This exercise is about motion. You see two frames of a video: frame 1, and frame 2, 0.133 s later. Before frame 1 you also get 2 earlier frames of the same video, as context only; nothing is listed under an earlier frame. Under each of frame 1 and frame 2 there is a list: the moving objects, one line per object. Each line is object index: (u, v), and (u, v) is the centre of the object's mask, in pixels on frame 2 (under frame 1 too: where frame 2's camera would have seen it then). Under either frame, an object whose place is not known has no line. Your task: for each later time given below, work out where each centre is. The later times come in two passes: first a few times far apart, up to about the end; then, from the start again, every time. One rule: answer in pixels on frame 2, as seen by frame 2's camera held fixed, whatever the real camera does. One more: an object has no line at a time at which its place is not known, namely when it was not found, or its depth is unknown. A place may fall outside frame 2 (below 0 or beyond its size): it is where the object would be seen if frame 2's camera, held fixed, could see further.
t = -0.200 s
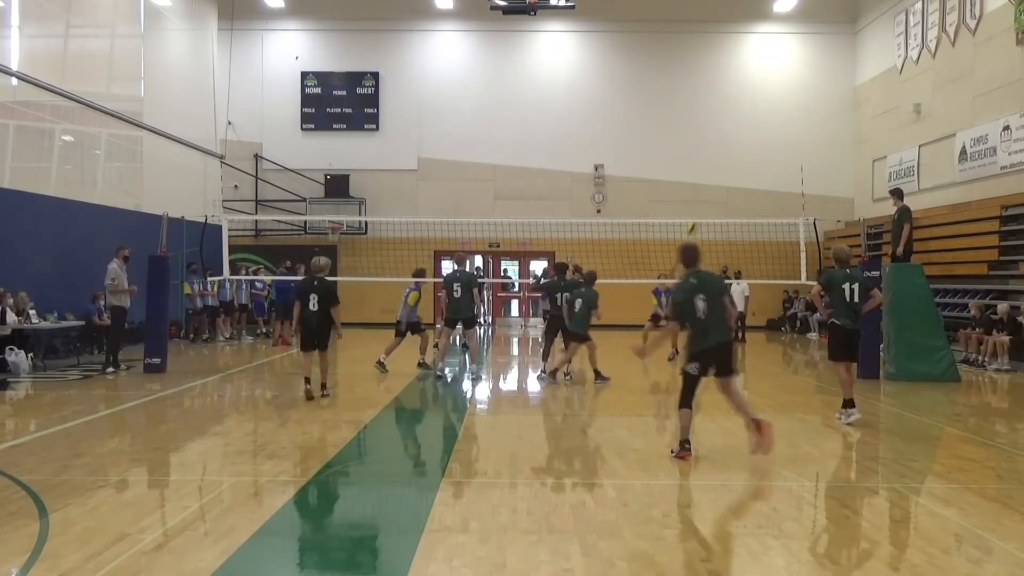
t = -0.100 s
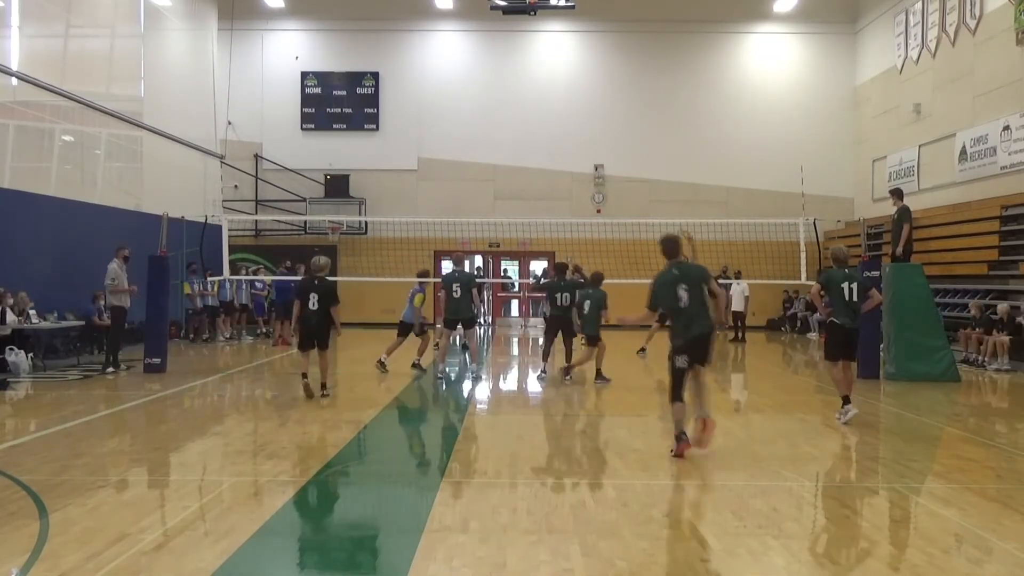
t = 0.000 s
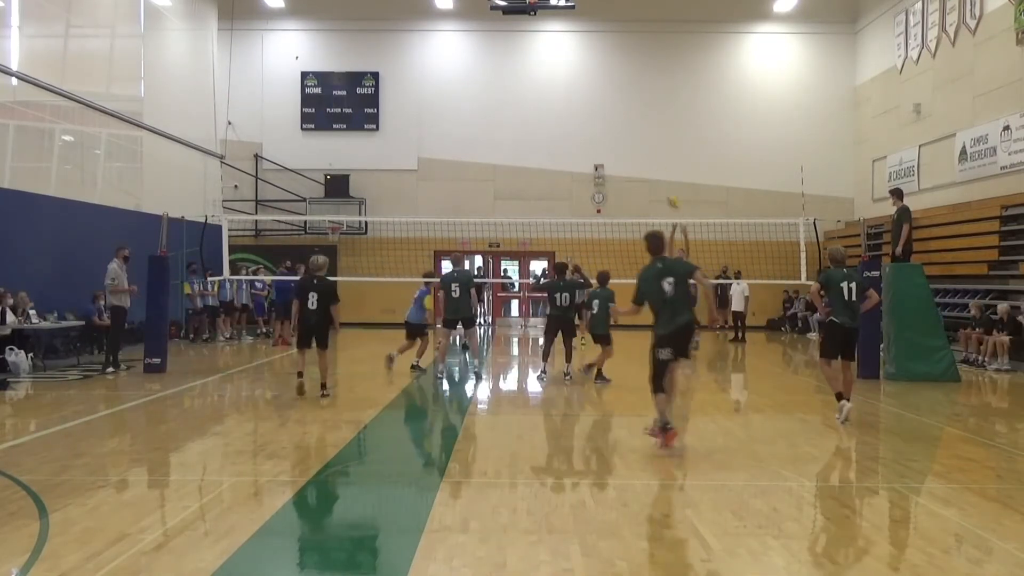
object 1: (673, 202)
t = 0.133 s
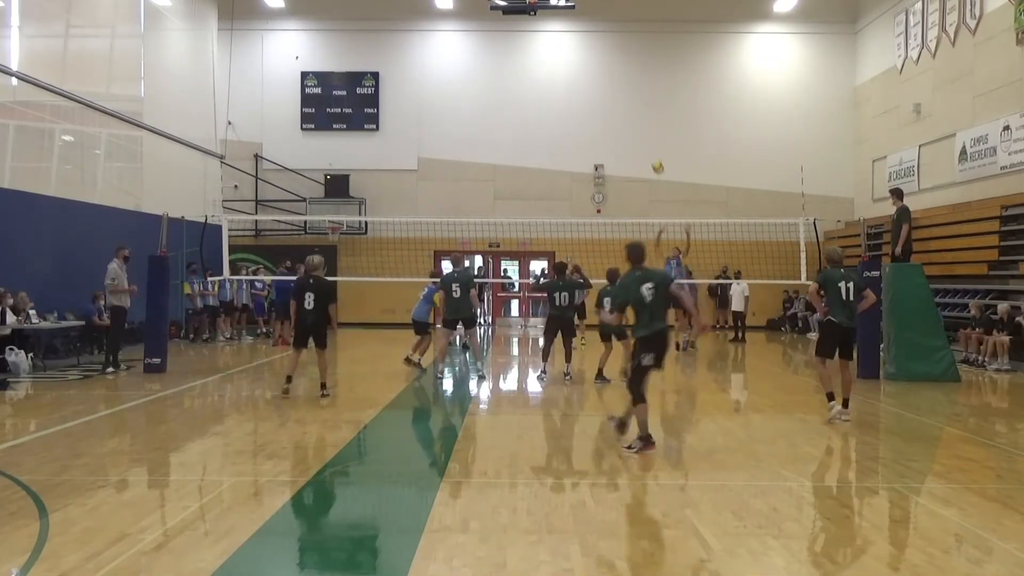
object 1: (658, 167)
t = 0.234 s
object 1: (646, 147)
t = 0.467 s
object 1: (620, 121)
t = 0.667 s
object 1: (599, 122)
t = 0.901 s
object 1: (572, 153)
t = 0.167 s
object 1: (654, 160)
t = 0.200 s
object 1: (651, 152)
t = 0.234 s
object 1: (646, 147)
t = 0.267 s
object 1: (642, 142)
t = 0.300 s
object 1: (639, 137)
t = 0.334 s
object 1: (635, 133)
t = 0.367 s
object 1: (632, 129)
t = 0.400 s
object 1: (628, 126)
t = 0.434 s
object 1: (625, 123)
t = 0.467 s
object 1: (620, 121)
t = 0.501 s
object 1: (617, 119)
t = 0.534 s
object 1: (613, 119)
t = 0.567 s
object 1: (610, 119)
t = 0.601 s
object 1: (606, 119)
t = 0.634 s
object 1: (602, 121)
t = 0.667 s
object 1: (599, 122)
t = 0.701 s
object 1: (595, 125)
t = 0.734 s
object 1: (591, 128)
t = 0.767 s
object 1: (588, 132)
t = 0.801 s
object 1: (584, 136)
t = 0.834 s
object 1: (580, 141)
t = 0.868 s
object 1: (576, 147)
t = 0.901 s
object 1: (572, 153)
